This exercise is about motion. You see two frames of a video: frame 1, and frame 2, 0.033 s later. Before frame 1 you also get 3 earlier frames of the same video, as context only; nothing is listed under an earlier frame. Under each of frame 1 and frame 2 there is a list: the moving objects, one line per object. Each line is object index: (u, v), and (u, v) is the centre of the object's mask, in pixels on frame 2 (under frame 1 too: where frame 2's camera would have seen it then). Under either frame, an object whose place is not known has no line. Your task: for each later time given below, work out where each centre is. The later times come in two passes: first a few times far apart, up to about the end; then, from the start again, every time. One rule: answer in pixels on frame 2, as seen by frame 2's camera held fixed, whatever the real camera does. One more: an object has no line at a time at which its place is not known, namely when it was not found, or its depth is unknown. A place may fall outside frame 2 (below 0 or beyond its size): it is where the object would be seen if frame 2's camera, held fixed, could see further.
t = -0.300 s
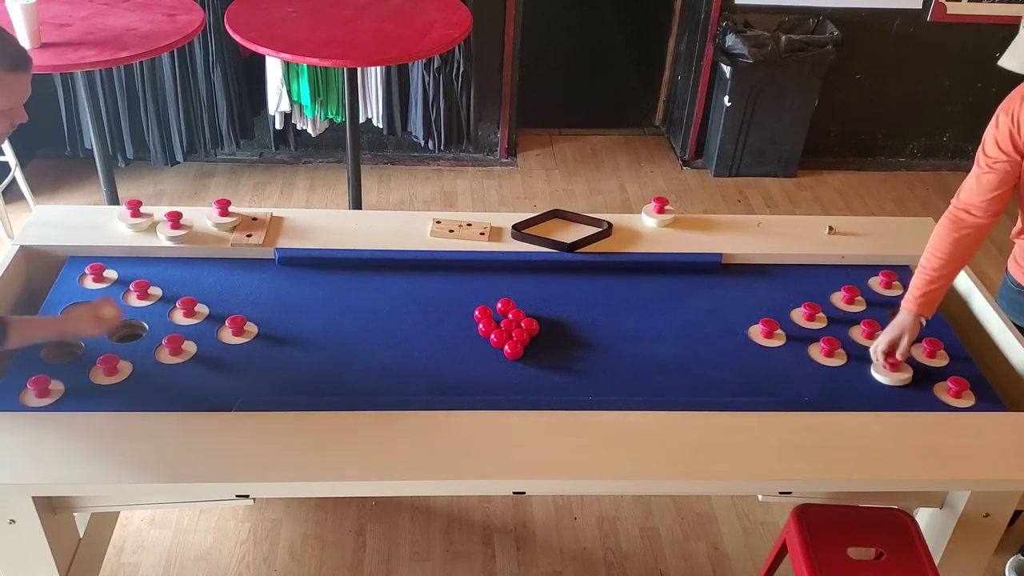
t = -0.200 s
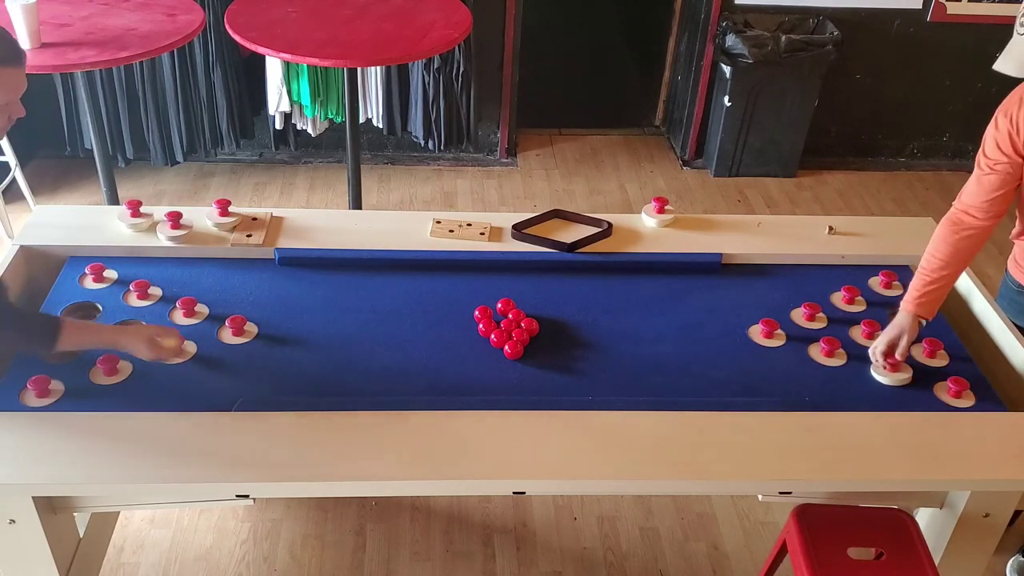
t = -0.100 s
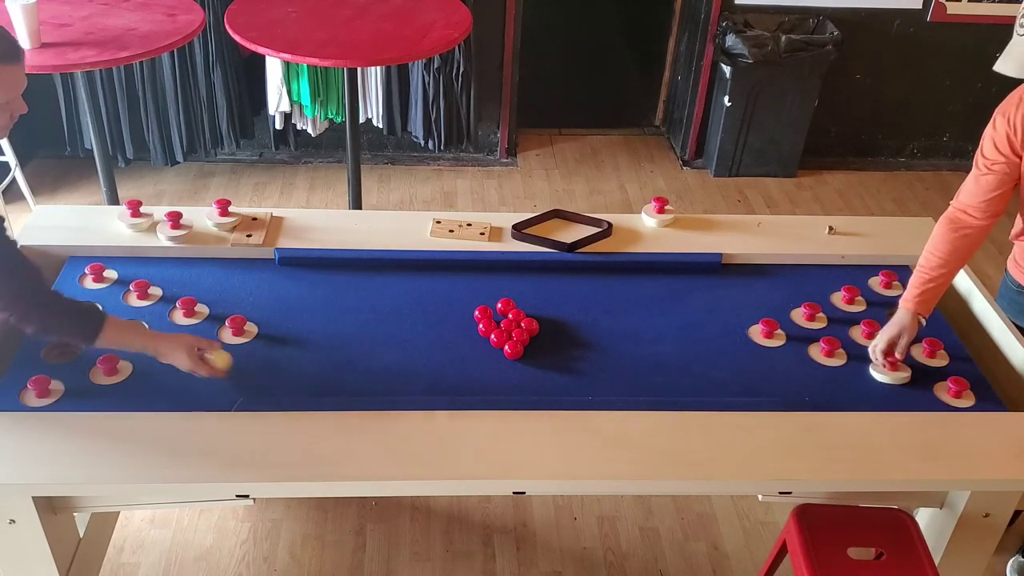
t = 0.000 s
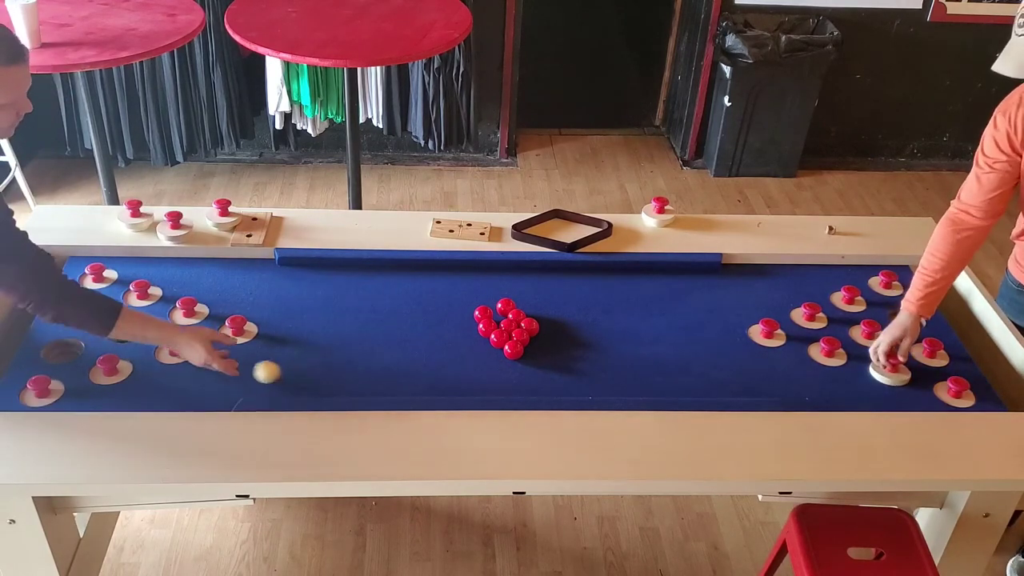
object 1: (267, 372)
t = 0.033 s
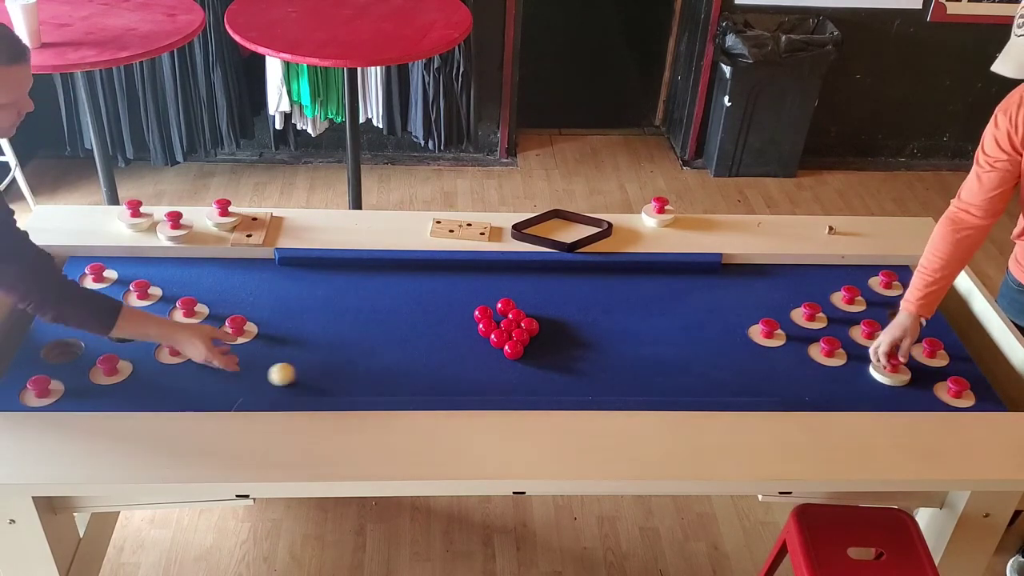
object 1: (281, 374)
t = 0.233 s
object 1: (366, 379)
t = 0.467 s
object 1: (461, 384)
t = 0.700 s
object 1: (552, 389)
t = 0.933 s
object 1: (636, 389)
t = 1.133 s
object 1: (705, 387)
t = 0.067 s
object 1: (296, 374)
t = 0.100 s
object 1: (310, 375)
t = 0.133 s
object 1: (324, 377)
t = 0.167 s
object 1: (338, 377)
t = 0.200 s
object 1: (352, 378)
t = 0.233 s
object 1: (366, 379)
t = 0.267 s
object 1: (380, 380)
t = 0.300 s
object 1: (394, 381)
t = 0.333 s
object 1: (407, 382)
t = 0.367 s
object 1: (421, 382)
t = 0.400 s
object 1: (434, 383)
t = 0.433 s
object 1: (448, 384)
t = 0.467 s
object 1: (461, 384)
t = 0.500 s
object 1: (474, 385)
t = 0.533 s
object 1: (487, 386)
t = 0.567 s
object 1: (500, 386)
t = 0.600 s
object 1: (514, 387)
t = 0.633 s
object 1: (527, 387)
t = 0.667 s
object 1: (539, 388)
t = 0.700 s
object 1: (552, 389)
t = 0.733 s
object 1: (565, 389)
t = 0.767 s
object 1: (577, 389)
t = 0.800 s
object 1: (589, 389)
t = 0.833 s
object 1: (601, 389)
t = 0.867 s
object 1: (613, 389)
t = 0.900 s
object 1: (625, 388)
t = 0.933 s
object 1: (636, 389)
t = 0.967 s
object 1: (648, 388)
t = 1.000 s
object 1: (660, 388)
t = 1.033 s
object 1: (671, 388)
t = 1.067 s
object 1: (682, 387)
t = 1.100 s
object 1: (694, 387)
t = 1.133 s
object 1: (705, 387)
